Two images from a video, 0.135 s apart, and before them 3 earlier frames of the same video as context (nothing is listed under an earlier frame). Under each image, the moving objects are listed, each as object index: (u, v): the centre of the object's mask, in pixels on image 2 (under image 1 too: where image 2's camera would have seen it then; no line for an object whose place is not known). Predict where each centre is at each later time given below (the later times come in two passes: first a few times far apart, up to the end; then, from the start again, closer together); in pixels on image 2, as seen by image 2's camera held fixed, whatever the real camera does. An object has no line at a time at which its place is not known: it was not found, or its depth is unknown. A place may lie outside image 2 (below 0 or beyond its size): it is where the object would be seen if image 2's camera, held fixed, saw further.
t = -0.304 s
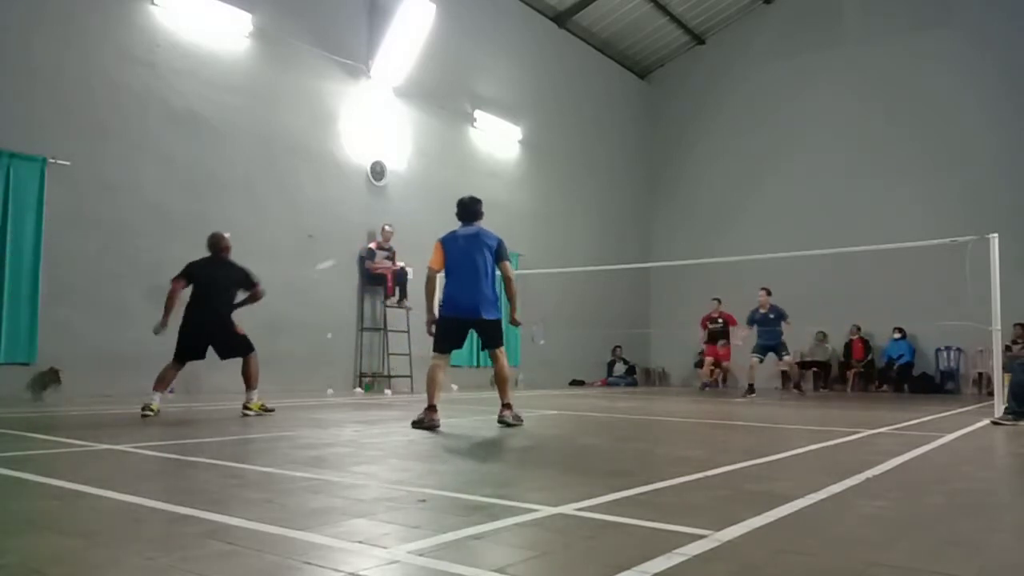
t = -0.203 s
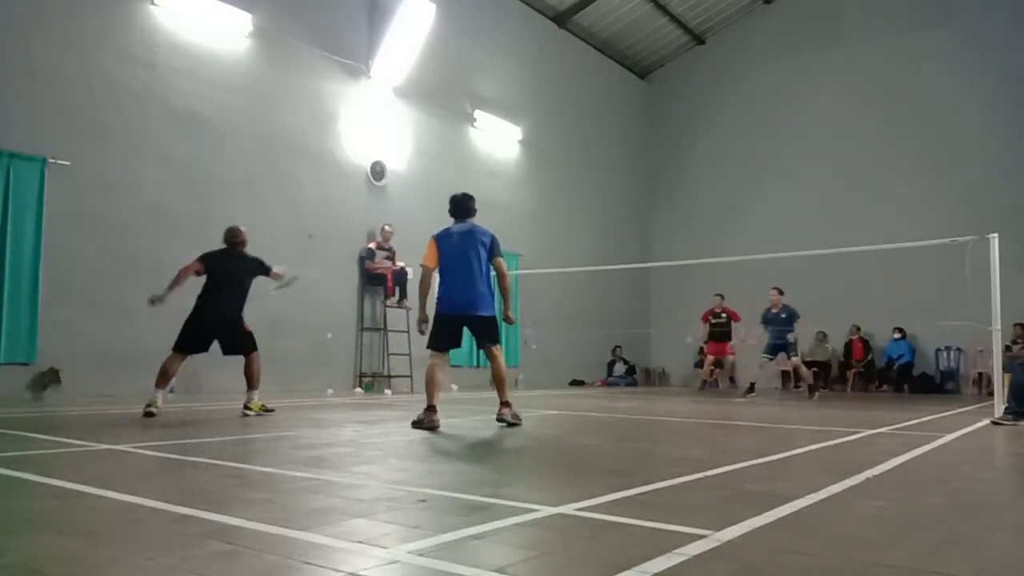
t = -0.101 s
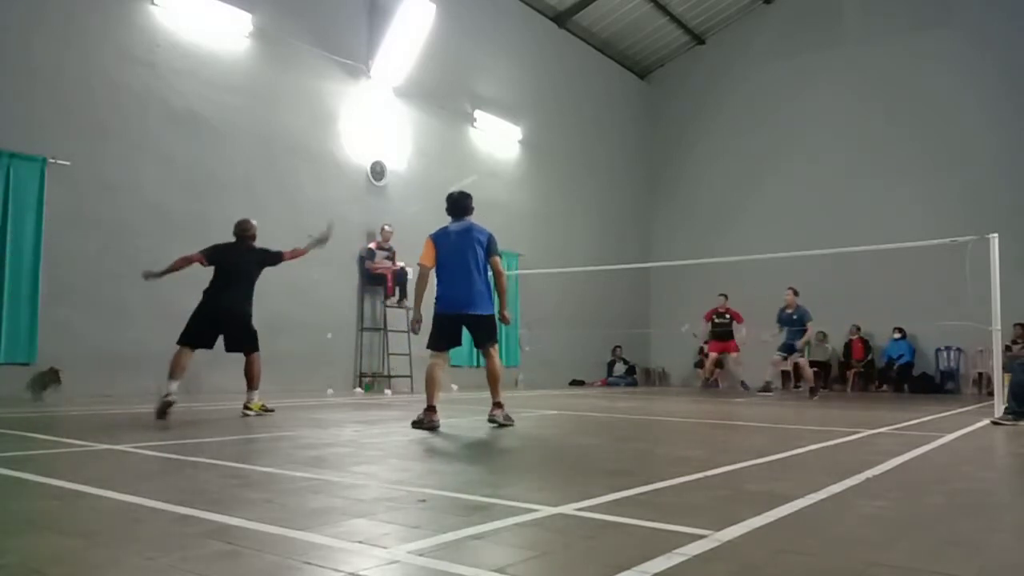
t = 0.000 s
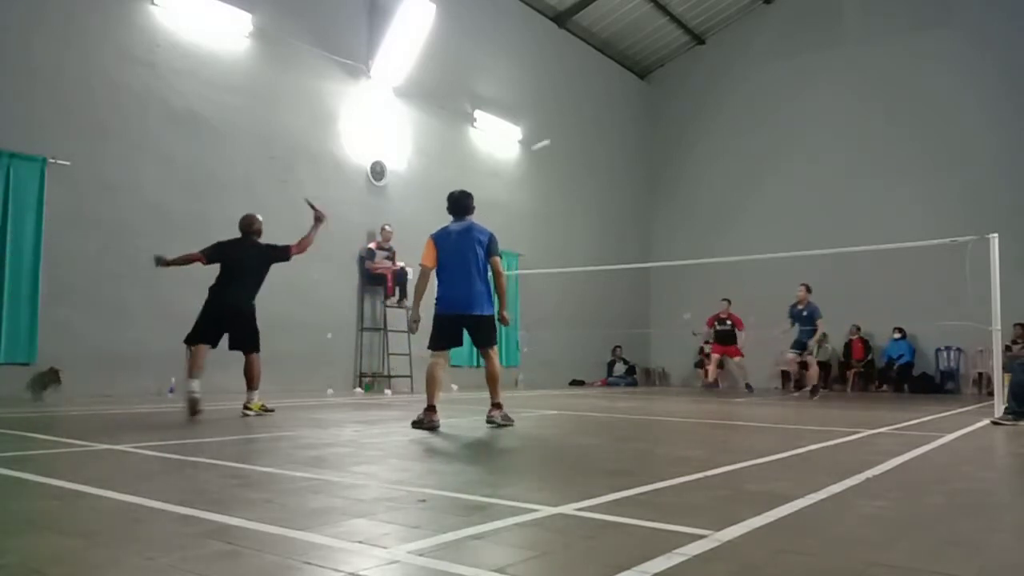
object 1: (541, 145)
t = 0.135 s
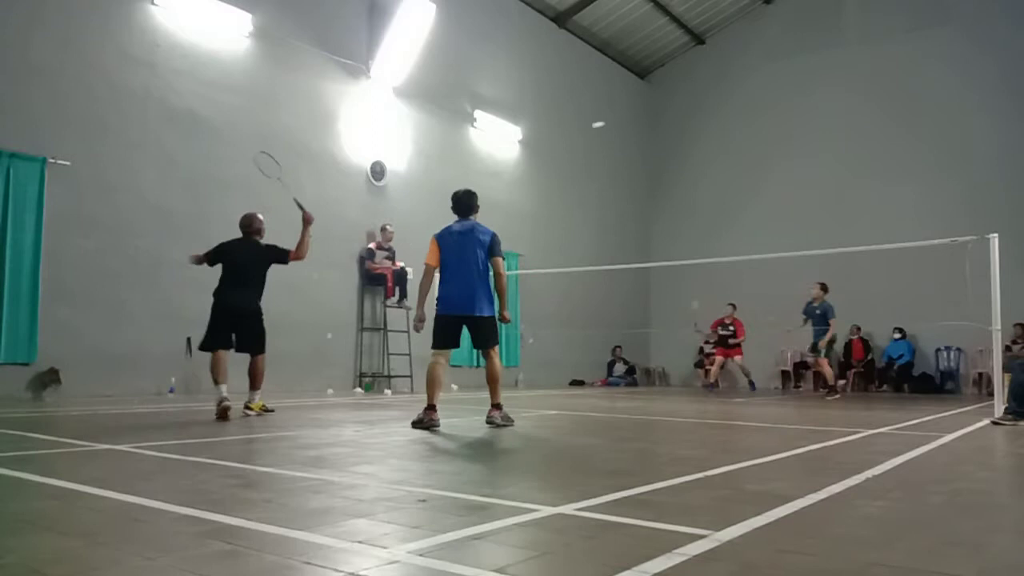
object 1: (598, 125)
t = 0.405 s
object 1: (662, 128)
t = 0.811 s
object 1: (717, 191)
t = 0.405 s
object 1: (662, 128)
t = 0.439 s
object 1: (668, 131)
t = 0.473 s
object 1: (674, 134)
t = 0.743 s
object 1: (709, 177)
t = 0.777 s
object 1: (713, 184)
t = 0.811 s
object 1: (717, 191)
